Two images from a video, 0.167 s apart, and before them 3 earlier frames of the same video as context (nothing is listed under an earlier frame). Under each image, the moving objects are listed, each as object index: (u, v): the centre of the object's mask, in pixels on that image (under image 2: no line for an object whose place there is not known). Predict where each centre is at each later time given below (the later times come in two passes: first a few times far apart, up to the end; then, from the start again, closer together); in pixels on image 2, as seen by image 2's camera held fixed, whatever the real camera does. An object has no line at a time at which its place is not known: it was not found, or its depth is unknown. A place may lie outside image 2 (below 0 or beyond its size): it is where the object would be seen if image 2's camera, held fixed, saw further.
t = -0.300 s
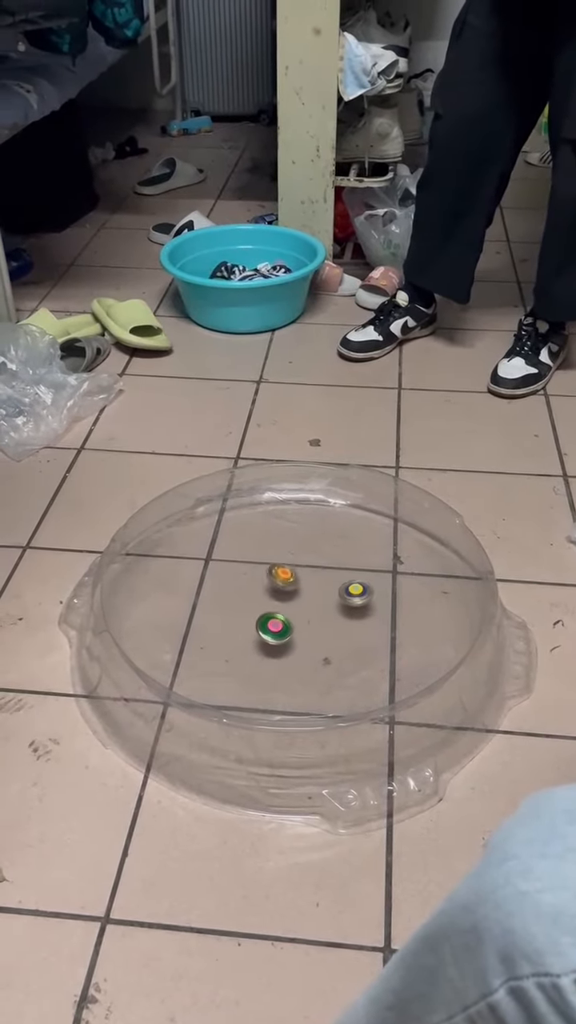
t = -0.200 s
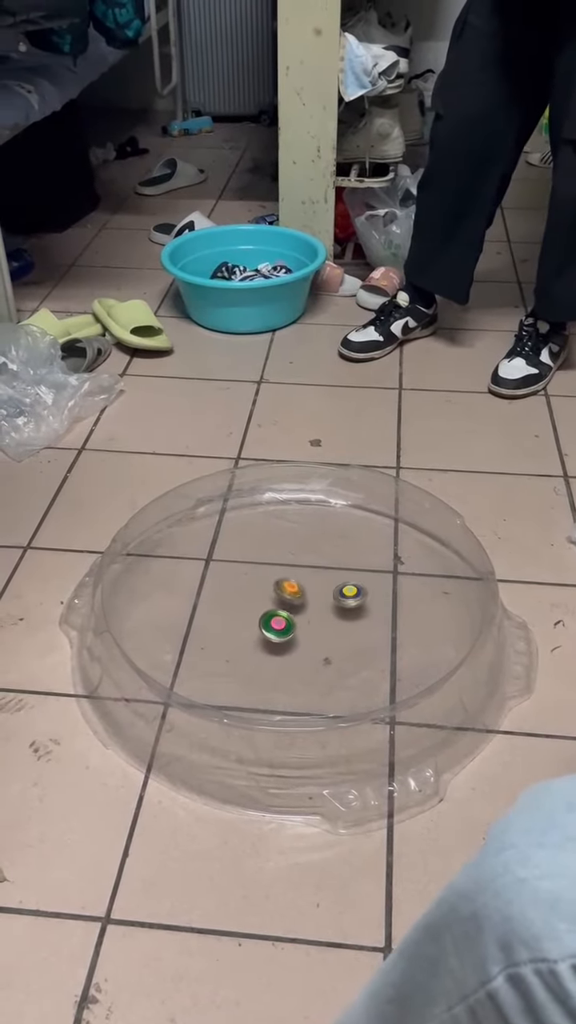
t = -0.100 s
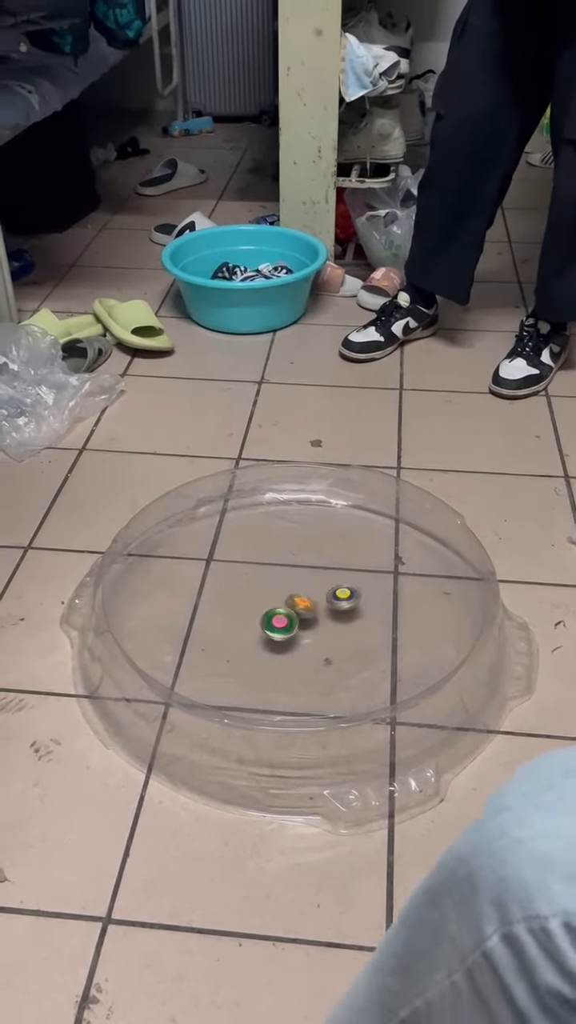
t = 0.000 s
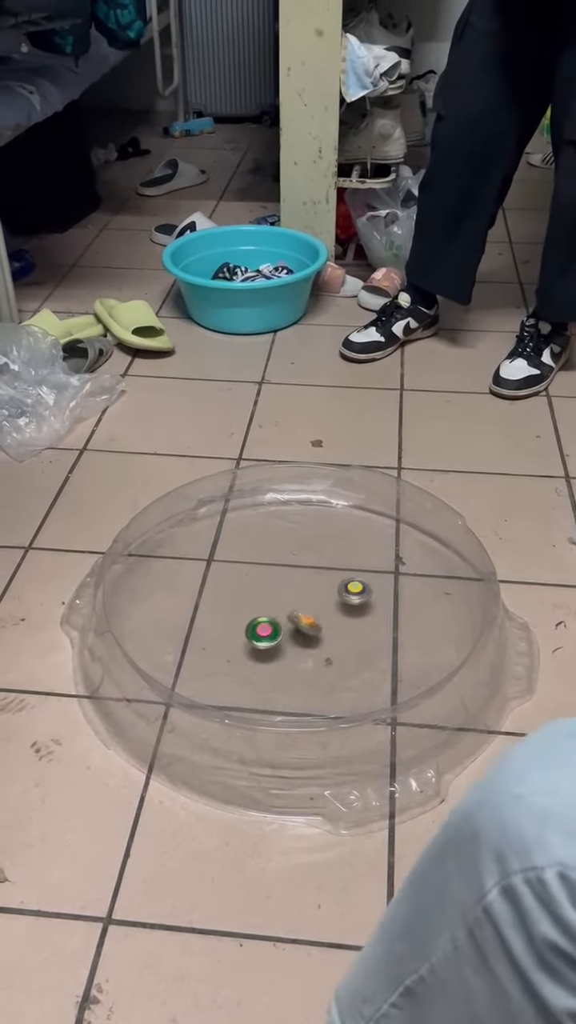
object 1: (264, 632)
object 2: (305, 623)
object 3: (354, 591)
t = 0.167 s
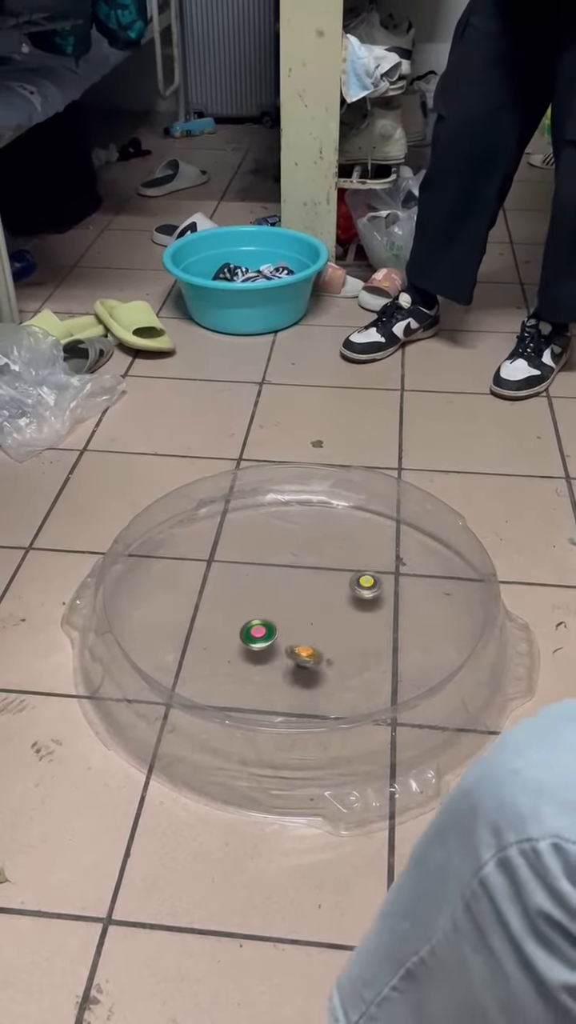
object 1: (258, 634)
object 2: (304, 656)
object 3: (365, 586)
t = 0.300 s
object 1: (262, 636)
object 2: (315, 671)
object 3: (368, 581)
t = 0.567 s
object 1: (266, 638)
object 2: (342, 661)
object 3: (359, 582)
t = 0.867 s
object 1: (269, 640)
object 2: (365, 621)
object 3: (338, 592)
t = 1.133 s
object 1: (270, 641)
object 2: (361, 583)
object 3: (316, 596)
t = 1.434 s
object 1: (272, 640)
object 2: (330, 560)
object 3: (295, 591)
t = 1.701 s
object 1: (277, 637)
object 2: (287, 560)
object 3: (285, 588)
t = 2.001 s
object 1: (283, 636)
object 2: (247, 587)
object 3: (284, 596)
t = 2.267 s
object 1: (290, 635)
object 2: (243, 622)
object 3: (297, 600)
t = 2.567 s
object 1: (296, 635)
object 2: (282, 664)
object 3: (310, 603)
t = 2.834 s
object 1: (299, 636)
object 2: (324, 671)
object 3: (313, 607)
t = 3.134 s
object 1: (300, 637)
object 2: (353, 644)
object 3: (312, 610)
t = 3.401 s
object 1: (300, 637)
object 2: (349, 598)
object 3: (308, 612)
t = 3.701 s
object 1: (293, 642)
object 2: (320, 558)
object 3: (305, 604)
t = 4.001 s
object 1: (291, 641)
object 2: (280, 560)
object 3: (295, 596)
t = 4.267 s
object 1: (291, 637)
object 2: (245, 589)
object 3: (284, 595)
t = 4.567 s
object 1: (294, 633)
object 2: (236, 635)
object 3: (283, 604)
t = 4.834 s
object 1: (298, 630)
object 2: (268, 667)
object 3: (296, 606)
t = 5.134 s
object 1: (263, 653)
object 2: (319, 663)
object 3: (336, 596)
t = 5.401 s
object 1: (244, 647)
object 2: (349, 628)
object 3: (345, 591)
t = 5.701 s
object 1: (242, 645)
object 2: (361, 621)
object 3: (333, 568)
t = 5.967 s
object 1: (244, 640)
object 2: (349, 627)
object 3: (337, 566)
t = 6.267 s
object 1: (258, 632)
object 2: (343, 633)
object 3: (335, 573)
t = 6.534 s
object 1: (276, 630)
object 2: (339, 631)
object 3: (325, 575)
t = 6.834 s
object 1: (292, 635)
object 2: (326, 630)
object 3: (318, 570)
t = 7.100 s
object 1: (290, 646)
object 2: (328, 629)
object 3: (322, 565)
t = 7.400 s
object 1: (284, 651)
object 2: (323, 627)
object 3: (325, 573)
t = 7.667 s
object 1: (277, 649)
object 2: (314, 629)
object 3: (316, 578)
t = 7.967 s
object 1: (275, 638)
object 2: (316, 629)
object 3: (307, 575)
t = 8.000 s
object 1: (275, 637)
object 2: (315, 630)
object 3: (306, 574)
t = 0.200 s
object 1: (259, 634)
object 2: (306, 664)
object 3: (366, 584)
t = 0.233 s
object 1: (260, 634)
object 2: (308, 670)
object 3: (367, 583)
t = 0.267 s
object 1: (261, 635)
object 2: (311, 671)
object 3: (368, 582)
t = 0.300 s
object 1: (262, 636)
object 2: (315, 671)
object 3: (368, 581)
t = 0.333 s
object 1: (263, 636)
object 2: (319, 671)
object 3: (369, 580)
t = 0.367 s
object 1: (263, 636)
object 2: (323, 671)
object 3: (369, 579)
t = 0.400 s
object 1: (264, 636)
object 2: (327, 670)
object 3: (368, 579)
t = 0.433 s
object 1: (264, 637)
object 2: (330, 668)
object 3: (366, 579)
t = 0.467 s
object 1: (265, 638)
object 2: (334, 667)
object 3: (365, 579)
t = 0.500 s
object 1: (265, 638)
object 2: (336, 665)
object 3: (363, 580)
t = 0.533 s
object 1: (265, 638)
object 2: (339, 662)
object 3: (361, 581)
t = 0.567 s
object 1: (266, 638)
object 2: (342, 661)
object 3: (359, 582)
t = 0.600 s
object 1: (266, 639)
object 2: (345, 658)
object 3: (357, 583)
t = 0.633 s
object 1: (267, 639)
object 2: (347, 655)
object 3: (355, 584)
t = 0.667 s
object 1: (267, 639)
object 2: (350, 651)
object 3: (353, 585)
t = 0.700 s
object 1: (267, 640)
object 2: (353, 647)
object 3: (350, 587)
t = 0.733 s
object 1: (268, 640)
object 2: (356, 643)
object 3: (348, 588)
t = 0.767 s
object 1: (268, 640)
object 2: (359, 638)
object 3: (345, 589)
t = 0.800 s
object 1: (268, 640)
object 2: (361, 632)
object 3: (343, 590)
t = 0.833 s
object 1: (268, 640)
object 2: (364, 627)
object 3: (340, 591)
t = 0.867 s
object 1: (269, 640)
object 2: (365, 621)
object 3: (338, 592)
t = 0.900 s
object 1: (269, 640)
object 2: (367, 616)
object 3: (336, 592)
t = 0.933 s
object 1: (269, 640)
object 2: (368, 611)
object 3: (333, 593)
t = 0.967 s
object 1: (269, 641)
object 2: (368, 606)
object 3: (330, 594)
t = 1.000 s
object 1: (270, 641)
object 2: (367, 601)
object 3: (327, 595)
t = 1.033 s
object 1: (270, 641)
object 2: (366, 596)
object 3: (325, 595)
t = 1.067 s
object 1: (270, 641)
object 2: (365, 591)
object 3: (322, 596)
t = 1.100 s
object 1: (270, 641)
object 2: (363, 588)
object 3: (319, 596)
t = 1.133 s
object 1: (270, 641)
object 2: (361, 583)
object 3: (316, 596)
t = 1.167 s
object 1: (271, 641)
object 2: (359, 578)
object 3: (314, 596)
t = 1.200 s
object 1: (271, 641)
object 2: (357, 574)
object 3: (311, 595)
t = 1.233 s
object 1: (271, 641)
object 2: (354, 571)
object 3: (309, 595)
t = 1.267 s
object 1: (271, 641)
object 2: (351, 569)
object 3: (306, 595)
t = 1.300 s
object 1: (271, 640)
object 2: (347, 566)
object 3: (304, 594)
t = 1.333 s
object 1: (271, 640)
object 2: (343, 564)
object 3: (301, 594)
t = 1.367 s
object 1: (272, 640)
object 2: (339, 562)
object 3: (299, 593)
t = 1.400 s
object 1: (272, 640)
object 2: (334, 561)
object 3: (297, 592)
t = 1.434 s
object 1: (272, 640)
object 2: (330, 560)
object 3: (295, 591)
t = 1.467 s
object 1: (273, 640)
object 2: (325, 559)
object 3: (293, 590)
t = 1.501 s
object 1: (273, 639)
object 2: (321, 559)
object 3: (292, 589)
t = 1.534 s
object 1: (274, 639)
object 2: (316, 559)
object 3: (290, 589)
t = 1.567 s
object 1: (275, 639)
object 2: (310, 559)
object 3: (289, 587)
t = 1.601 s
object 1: (275, 638)
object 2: (305, 560)
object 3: (288, 587)
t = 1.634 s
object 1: (276, 638)
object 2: (298, 561)
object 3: (287, 586)
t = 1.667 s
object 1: (276, 638)
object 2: (293, 561)
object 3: (286, 586)
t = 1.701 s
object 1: (277, 637)
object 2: (287, 560)
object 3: (285, 588)
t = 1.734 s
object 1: (277, 638)
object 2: (282, 561)
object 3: (284, 590)
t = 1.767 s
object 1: (278, 637)
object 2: (276, 563)
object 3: (283, 591)
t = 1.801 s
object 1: (278, 637)
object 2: (270, 566)
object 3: (283, 591)
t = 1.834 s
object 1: (279, 637)
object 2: (265, 568)
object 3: (283, 591)
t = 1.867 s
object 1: (280, 637)
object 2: (260, 572)
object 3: (283, 592)
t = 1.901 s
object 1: (281, 636)
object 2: (257, 575)
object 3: (283, 593)
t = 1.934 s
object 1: (282, 636)
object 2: (253, 579)
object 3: (283, 594)
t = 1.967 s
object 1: (283, 636)
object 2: (250, 583)
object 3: (284, 594)
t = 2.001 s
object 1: (283, 636)
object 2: (247, 587)
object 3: (284, 596)
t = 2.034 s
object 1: (284, 635)
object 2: (245, 591)
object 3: (285, 597)
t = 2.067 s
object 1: (285, 635)
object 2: (243, 595)
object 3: (286, 598)
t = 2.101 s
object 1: (286, 635)
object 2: (242, 599)
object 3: (288, 599)
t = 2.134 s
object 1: (287, 635)
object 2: (241, 604)
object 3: (290, 600)
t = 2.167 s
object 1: (287, 635)
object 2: (240, 608)
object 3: (292, 600)
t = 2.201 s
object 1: (288, 635)
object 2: (241, 613)
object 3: (293, 600)
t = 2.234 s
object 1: (289, 635)
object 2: (242, 617)
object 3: (296, 601)
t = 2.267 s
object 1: (290, 635)
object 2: (243, 622)
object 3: (297, 600)
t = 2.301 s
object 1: (291, 634)
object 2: (245, 627)
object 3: (299, 601)
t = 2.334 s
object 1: (291, 634)
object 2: (248, 632)
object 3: (300, 601)
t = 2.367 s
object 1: (292, 634)
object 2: (251, 637)
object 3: (302, 601)
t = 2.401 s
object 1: (293, 634)
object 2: (255, 642)
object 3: (303, 601)
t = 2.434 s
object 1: (293, 634)
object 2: (260, 647)
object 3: (305, 602)
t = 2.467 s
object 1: (294, 634)
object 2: (266, 652)
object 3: (306, 602)
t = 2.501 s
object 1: (295, 635)
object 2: (271, 657)
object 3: (308, 602)
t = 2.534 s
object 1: (295, 634)
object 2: (276, 660)
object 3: (308, 603)
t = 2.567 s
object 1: (296, 635)
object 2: (282, 664)
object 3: (310, 603)
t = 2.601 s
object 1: (296, 635)
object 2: (288, 667)
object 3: (310, 603)
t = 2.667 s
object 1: (297, 635)
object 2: (299, 671)
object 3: (312, 605)
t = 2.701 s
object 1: (298, 635)
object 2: (304, 672)
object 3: (313, 605)
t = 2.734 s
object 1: (298, 636)
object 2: (311, 672)
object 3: (313, 605)
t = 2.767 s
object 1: (298, 635)
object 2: (316, 672)
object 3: (313, 606)
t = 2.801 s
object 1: (299, 636)
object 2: (320, 672)
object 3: (313, 607)
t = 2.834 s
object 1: (299, 636)
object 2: (324, 671)
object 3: (313, 607)
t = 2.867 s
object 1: (299, 636)
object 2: (328, 670)
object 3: (314, 608)
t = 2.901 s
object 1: (299, 636)
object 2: (333, 668)
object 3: (314, 608)
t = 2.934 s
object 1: (300, 636)
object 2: (337, 665)
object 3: (314, 609)
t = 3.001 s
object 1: (300, 637)
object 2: (344, 659)
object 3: (313, 609)
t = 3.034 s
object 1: (300, 637)
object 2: (347, 655)
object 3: (313, 610)
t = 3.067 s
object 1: (300, 637)
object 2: (349, 652)
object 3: (313, 610)
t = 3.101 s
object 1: (300, 637)
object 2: (352, 648)
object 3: (313, 610)
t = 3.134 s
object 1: (300, 637)
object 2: (353, 644)
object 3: (312, 610)
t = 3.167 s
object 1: (300, 637)
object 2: (354, 640)
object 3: (312, 610)
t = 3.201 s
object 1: (300, 637)
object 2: (354, 635)
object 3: (311, 610)
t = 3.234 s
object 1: (300, 637)
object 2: (354, 628)
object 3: (311, 611)
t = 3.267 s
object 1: (300, 637)
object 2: (354, 622)
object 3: (310, 611)
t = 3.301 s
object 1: (300, 637)
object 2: (354, 616)
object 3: (310, 611)
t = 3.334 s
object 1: (300, 637)
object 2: (353, 610)
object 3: (309, 611)
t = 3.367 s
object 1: (300, 637)
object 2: (351, 604)
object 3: (308, 611)
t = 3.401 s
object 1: (300, 637)
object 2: (349, 598)
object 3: (308, 612)
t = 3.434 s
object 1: (300, 637)
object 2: (347, 593)
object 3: (307, 612)
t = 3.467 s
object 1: (300, 637)
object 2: (345, 587)
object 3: (306, 612)
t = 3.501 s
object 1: (299, 637)
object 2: (342, 581)
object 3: (306, 612)
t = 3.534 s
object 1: (298, 640)
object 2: (339, 577)
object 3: (306, 611)
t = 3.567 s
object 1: (296, 642)
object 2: (336, 572)
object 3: (306, 609)
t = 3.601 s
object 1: (294, 643)
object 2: (332, 568)
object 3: (306, 609)
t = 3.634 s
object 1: (294, 643)
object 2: (328, 564)
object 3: (305, 607)
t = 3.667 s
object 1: (293, 643)
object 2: (324, 561)
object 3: (305, 606)
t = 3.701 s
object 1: (293, 642)
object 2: (320, 558)
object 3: (305, 604)
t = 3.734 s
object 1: (293, 642)
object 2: (316, 556)
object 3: (304, 604)
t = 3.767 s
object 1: (293, 642)
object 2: (311, 554)
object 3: (303, 602)
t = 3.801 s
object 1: (292, 642)
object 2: (307, 553)
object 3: (302, 602)
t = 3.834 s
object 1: (292, 642)
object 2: (303, 553)
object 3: (302, 601)
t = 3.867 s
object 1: (292, 642)
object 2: (299, 553)
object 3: (300, 599)
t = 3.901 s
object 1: (292, 642)
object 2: (295, 554)
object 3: (299, 598)
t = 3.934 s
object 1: (292, 641)
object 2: (290, 555)
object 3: (298, 597)
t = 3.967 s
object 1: (292, 641)
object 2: (285, 557)
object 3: (297, 597)
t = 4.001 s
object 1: (291, 641)
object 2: (280, 560)
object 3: (295, 596)
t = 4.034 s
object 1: (291, 641)
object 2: (274, 561)
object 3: (294, 595)
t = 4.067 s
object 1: (291, 640)
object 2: (270, 564)
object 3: (293, 594)
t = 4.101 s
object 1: (291, 640)
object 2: (264, 567)
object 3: (291, 594)
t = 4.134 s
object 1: (291, 639)
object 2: (260, 571)
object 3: (290, 594)
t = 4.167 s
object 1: (291, 639)
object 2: (257, 575)
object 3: (288, 594)
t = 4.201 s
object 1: (291, 638)
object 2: (253, 579)
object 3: (287, 594)
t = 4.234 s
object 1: (291, 638)
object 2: (249, 584)
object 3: (285, 594)
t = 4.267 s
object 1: (291, 637)
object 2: (245, 589)
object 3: (284, 595)
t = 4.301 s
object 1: (291, 636)
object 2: (242, 594)
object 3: (282, 595)
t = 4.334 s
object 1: (291, 636)
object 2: (239, 599)
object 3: (281, 596)
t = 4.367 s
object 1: (292, 636)
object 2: (238, 604)
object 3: (280, 597)
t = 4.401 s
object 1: (292, 635)
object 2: (236, 610)
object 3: (280, 598)
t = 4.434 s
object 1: (292, 635)
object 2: (235, 615)
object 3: (280, 600)
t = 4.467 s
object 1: (293, 635)
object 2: (234, 619)
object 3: (280, 601)
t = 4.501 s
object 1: (293, 634)
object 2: (234, 624)
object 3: (280, 602)
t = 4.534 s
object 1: (293, 634)
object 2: (235, 630)
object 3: (281, 604)
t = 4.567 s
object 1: (294, 633)
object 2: (236, 635)
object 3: (283, 604)
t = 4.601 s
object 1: (295, 632)
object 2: (239, 640)
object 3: (284, 605)
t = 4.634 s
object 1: (295, 632)
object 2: (242, 644)
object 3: (286, 606)
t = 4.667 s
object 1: (295, 631)
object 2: (244, 649)
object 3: (287, 606)
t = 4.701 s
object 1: (296, 631)
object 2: (249, 653)
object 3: (289, 606)
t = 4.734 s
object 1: (296, 631)
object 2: (253, 657)
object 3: (291, 606)
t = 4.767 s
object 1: (297, 630)
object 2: (257, 661)
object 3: (292, 606)
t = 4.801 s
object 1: (297, 630)
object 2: (263, 664)
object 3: (295, 606)
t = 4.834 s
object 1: (298, 630)
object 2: (268, 667)
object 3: (296, 606)
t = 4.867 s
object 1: (299, 630)
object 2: (273, 668)
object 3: (296, 607)
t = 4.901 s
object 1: (299, 631)
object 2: (279, 670)
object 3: (298, 607)
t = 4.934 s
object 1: (295, 633)
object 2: (285, 670)
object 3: (304, 607)
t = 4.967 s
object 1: (289, 638)
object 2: (290, 671)
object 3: (311, 605)
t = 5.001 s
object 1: (282, 642)
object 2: (297, 669)
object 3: (317, 603)
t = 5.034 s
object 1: (278, 640)
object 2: (303, 669)
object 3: (323, 602)
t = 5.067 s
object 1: (273, 643)
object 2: (308, 668)
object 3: (327, 599)
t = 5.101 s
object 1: (268, 651)
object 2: (314, 665)
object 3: (331, 598)
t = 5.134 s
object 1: (263, 653)
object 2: (319, 663)
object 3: (336, 596)
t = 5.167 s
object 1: (258, 653)
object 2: (324, 660)
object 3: (339, 595)
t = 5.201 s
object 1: (252, 653)
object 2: (329, 655)
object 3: (342, 595)
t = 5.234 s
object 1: (248, 652)
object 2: (333, 652)
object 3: (345, 594)
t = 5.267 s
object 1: (245, 653)
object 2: (338, 647)
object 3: (347, 594)
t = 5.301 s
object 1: (243, 651)
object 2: (340, 642)
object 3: (347, 593)
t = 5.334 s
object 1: (242, 650)
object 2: (344, 637)
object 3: (346, 593)
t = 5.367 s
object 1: (243, 648)
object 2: (347, 631)
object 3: (345, 592)
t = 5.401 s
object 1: (244, 647)
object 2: (349, 628)
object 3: (345, 591)
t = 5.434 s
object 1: (244, 646)
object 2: (350, 622)
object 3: (344, 590)
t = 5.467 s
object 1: (243, 646)
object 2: (351, 615)
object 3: (343, 588)
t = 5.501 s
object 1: (243, 646)
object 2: (354, 615)
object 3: (342, 585)
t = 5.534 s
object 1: (243, 647)
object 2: (357, 618)
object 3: (339, 580)
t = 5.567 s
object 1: (242, 646)
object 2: (359, 619)
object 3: (336, 575)
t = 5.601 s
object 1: (242, 646)
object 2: (360, 620)
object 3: (334, 572)
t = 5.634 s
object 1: (242, 646)
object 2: (361, 620)
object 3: (333, 570)
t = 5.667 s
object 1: (242, 648)
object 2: (361, 621)
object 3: (333, 569)
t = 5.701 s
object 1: (242, 645)
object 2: (361, 621)
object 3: (333, 568)
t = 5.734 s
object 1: (242, 645)
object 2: (362, 621)
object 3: (333, 567)
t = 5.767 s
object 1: (242, 644)
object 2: (360, 621)
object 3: (333, 567)
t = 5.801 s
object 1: (242, 644)
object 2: (359, 622)
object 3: (333, 566)
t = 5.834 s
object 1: (242, 643)
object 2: (358, 623)
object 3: (333, 566)
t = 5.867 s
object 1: (242, 642)
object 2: (356, 623)
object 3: (334, 566)
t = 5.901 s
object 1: (243, 641)
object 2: (353, 624)
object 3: (336, 565)
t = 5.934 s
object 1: (244, 640)
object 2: (351, 625)
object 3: (336, 565)
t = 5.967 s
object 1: (244, 640)
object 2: (349, 627)
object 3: (337, 566)
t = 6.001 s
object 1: (245, 639)
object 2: (347, 628)
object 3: (338, 566)
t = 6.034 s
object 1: (246, 638)
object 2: (346, 630)
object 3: (338, 567)
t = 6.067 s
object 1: (248, 637)
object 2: (344, 631)
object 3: (338, 568)
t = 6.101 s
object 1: (249, 636)
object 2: (344, 631)
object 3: (338, 569)
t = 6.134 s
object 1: (250, 635)
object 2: (343, 632)
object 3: (338, 570)
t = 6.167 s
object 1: (252, 634)
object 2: (343, 633)
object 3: (337, 571)
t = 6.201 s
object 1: (254, 634)
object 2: (343, 633)
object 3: (336, 572)
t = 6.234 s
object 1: (256, 633)
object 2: (343, 633)
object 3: (336, 572)
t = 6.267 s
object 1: (258, 632)
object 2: (343, 633)
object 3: (335, 573)
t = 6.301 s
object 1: (260, 631)
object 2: (343, 633)
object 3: (334, 574)
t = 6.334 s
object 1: (262, 631)
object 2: (343, 632)
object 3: (333, 574)
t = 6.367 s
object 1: (264, 630)
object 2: (342, 632)
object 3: (332, 575)
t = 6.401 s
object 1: (267, 631)
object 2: (341, 632)
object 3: (331, 575)
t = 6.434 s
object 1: (270, 630)
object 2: (341, 631)
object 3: (330, 575)
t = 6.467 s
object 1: (272, 630)
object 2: (340, 632)
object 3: (329, 575)
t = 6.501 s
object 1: (274, 630)
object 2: (340, 631)
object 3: (327, 575)
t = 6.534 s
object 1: (276, 630)
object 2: (339, 631)
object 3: (325, 575)
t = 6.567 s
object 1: (278, 630)
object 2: (338, 631)
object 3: (324, 575)
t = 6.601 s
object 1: (281, 631)
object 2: (336, 631)
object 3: (323, 575)
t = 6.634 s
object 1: (283, 631)
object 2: (335, 630)
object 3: (322, 574)
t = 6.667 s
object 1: (285, 632)
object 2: (333, 630)
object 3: (321, 574)
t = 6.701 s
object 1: (287, 632)
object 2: (331, 630)
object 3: (320, 573)
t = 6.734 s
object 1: (289, 633)
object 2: (330, 630)
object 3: (320, 573)
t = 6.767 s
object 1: (290, 634)
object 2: (328, 630)
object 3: (319, 572)
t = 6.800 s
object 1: (292, 634)
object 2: (326, 630)
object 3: (319, 571)
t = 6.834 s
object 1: (292, 635)
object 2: (326, 630)
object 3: (318, 570)
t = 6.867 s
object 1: (290, 637)
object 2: (326, 631)
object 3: (318, 570)
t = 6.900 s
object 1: (289, 639)
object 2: (327, 630)
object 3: (318, 569)
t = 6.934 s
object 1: (290, 640)
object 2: (328, 631)
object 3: (318, 568)
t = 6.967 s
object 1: (290, 641)
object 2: (327, 631)
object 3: (318, 567)
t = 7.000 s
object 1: (290, 642)
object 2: (328, 630)
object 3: (318, 566)
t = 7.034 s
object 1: (290, 643)
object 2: (328, 630)
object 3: (319, 566)
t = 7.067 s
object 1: (290, 645)
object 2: (328, 630)
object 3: (320, 566)
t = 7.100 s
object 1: (290, 646)
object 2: (328, 629)
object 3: (322, 565)
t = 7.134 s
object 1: (289, 647)
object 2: (327, 629)
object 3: (323, 566)
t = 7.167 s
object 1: (288, 648)
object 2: (327, 629)
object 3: (324, 566)
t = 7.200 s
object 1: (288, 649)
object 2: (326, 629)
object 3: (325, 567)
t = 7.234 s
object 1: (288, 650)
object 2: (326, 629)
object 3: (325, 568)
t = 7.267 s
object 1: (287, 651)
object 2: (325, 629)
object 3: (326, 569)
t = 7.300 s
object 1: (286, 651)
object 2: (325, 628)
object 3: (326, 570)
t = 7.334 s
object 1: (286, 651)
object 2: (325, 628)
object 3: (325, 571)
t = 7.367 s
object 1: (285, 651)
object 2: (324, 627)
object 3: (325, 572)
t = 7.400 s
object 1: (284, 651)
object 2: (323, 627)
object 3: (325, 573)
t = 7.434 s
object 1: (283, 651)
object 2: (322, 627)
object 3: (324, 574)
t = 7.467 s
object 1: (282, 651)
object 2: (320, 627)
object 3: (323, 575)
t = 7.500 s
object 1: (281, 651)
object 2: (318, 627)
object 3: (323, 575)
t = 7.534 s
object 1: (280, 650)
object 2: (316, 627)
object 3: (322, 576)
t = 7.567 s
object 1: (279, 650)
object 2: (316, 627)
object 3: (321, 577)
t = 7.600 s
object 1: (278, 649)
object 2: (315, 628)
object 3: (319, 577)
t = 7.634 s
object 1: (278, 649)
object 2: (314, 629)
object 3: (318, 578)
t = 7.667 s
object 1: (277, 649)
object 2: (314, 629)
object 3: (316, 578)
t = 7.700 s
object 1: (276, 648)
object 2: (313, 629)
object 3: (315, 578)
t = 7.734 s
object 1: (276, 647)
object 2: (313, 629)
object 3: (314, 578)
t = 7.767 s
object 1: (275, 646)
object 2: (314, 629)
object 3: (313, 578)
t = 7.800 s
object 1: (275, 645)
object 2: (315, 628)
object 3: (311, 578)
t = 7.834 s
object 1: (275, 644)
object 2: (315, 629)
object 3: (310, 577)
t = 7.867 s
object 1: (274, 642)
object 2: (316, 629)
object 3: (309, 577)
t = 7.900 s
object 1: (274, 641)
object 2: (316, 629)
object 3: (308, 576)
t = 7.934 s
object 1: (274, 639)
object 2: (317, 629)
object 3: (308, 576)
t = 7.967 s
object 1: (275, 638)
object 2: (316, 629)
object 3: (307, 575)
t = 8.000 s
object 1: (275, 637)
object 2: (315, 630)
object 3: (306, 574)
